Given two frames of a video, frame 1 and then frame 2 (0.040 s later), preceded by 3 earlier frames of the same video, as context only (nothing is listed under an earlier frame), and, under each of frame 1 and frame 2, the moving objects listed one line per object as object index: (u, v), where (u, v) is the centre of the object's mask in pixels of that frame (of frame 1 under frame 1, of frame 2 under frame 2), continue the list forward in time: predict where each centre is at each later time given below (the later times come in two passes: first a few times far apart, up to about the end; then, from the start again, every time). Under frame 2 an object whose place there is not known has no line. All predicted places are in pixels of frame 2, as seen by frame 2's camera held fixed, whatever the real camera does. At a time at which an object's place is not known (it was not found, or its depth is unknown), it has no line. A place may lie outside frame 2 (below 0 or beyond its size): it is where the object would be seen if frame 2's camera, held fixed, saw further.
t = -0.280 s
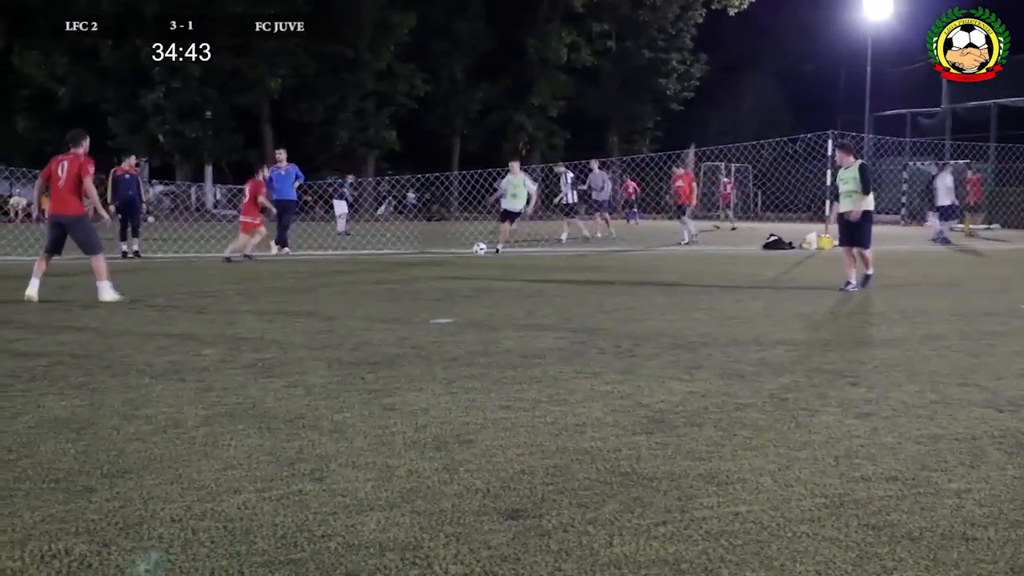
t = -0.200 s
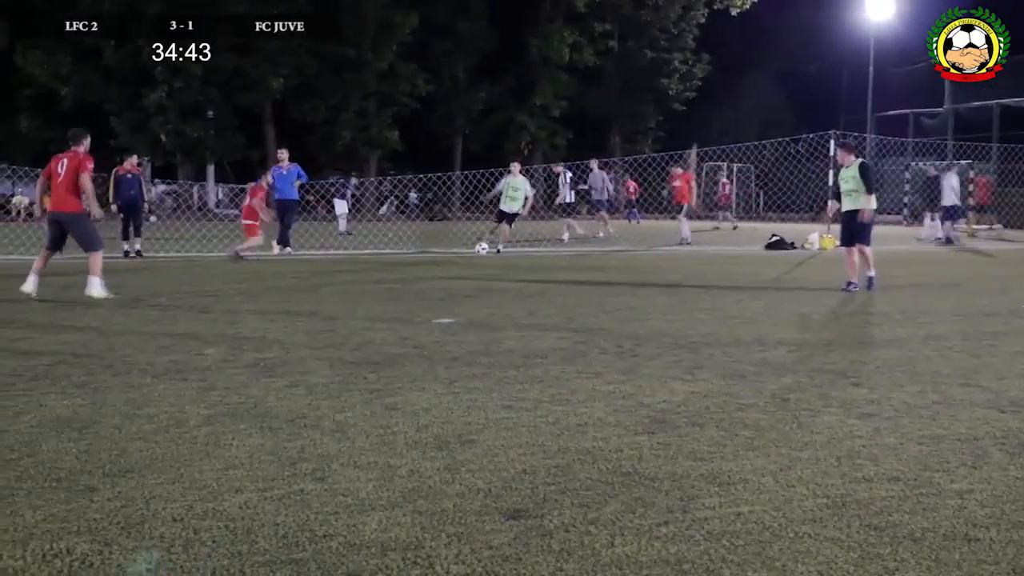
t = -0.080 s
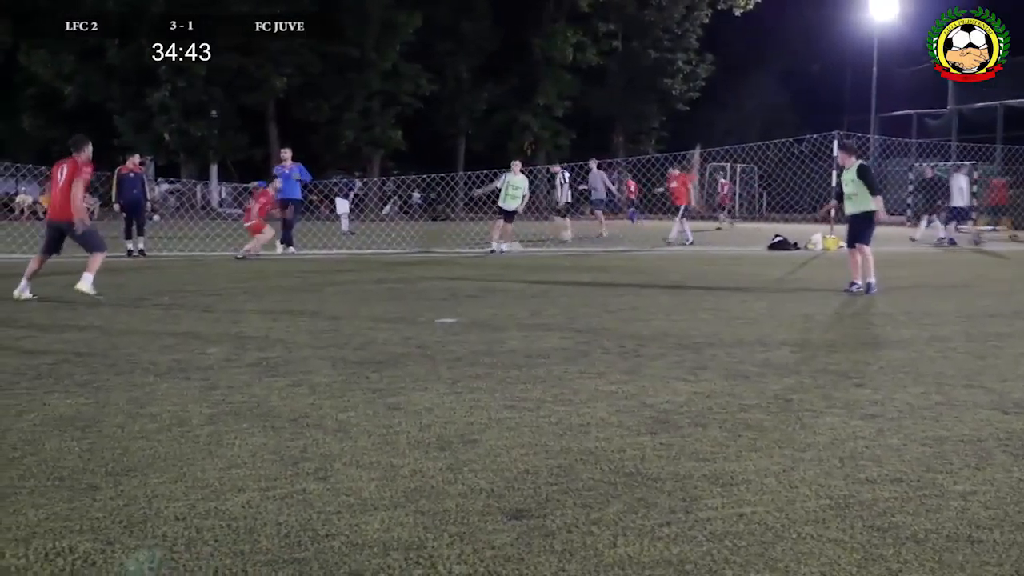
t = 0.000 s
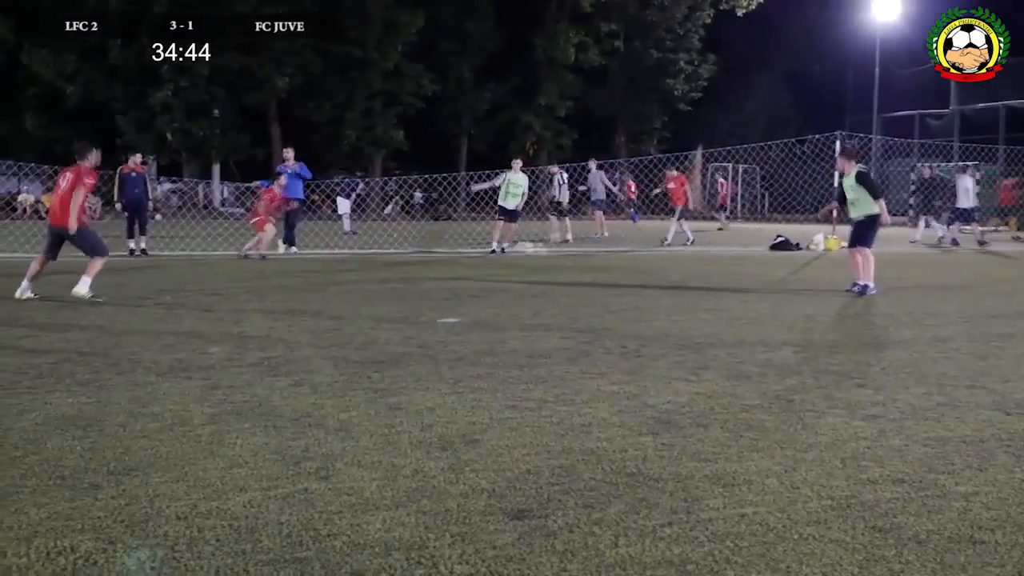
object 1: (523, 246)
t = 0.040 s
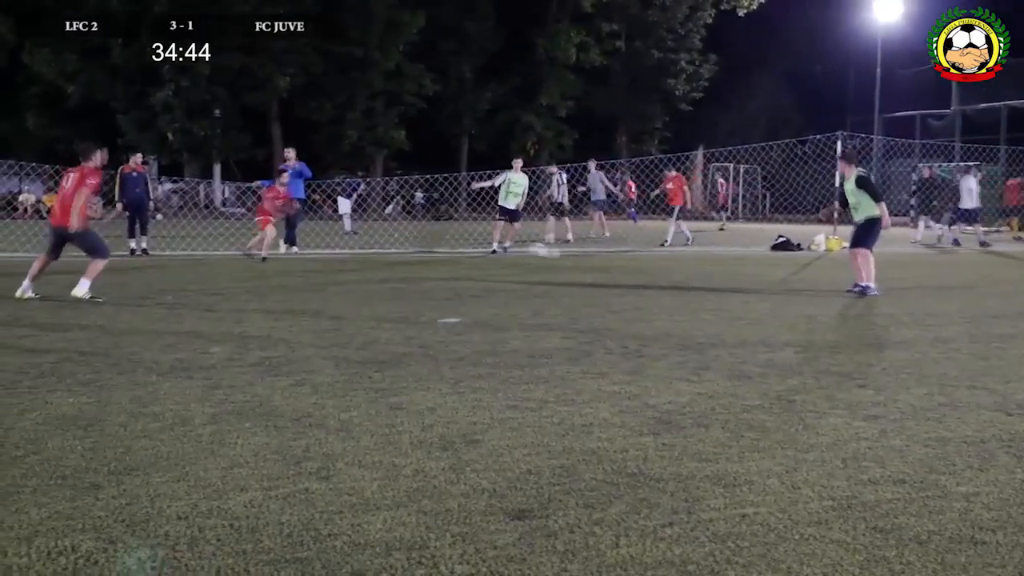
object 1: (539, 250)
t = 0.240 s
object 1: (602, 262)
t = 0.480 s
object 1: (682, 274)
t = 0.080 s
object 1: (551, 253)
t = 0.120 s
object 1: (563, 257)
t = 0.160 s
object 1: (577, 262)
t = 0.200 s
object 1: (589, 262)
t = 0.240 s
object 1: (602, 262)
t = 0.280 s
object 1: (615, 264)
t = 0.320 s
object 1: (629, 268)
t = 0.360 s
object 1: (643, 272)
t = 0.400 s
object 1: (656, 272)
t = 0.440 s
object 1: (669, 272)
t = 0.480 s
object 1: (682, 274)
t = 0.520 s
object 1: (696, 277)
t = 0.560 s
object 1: (712, 282)
